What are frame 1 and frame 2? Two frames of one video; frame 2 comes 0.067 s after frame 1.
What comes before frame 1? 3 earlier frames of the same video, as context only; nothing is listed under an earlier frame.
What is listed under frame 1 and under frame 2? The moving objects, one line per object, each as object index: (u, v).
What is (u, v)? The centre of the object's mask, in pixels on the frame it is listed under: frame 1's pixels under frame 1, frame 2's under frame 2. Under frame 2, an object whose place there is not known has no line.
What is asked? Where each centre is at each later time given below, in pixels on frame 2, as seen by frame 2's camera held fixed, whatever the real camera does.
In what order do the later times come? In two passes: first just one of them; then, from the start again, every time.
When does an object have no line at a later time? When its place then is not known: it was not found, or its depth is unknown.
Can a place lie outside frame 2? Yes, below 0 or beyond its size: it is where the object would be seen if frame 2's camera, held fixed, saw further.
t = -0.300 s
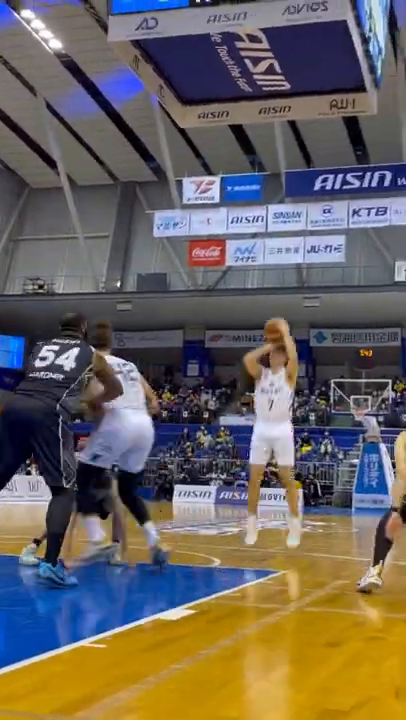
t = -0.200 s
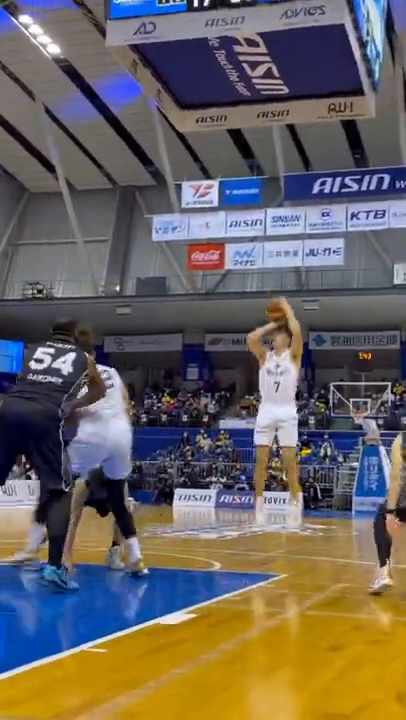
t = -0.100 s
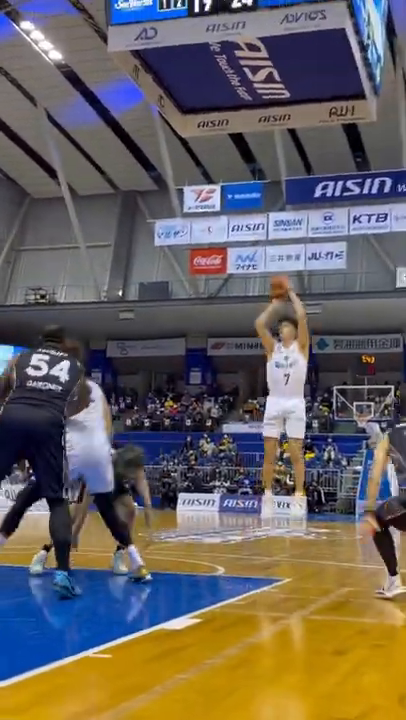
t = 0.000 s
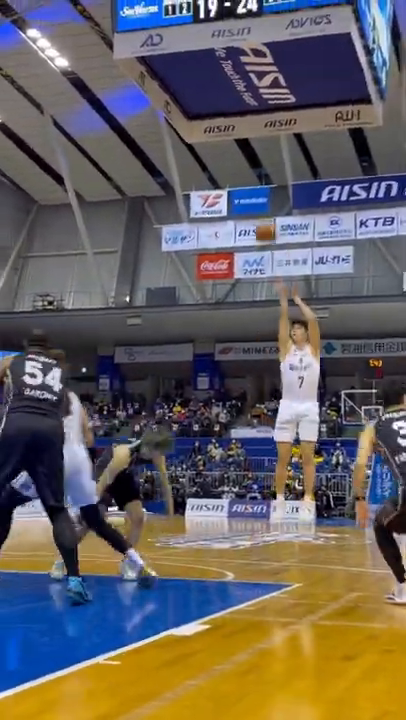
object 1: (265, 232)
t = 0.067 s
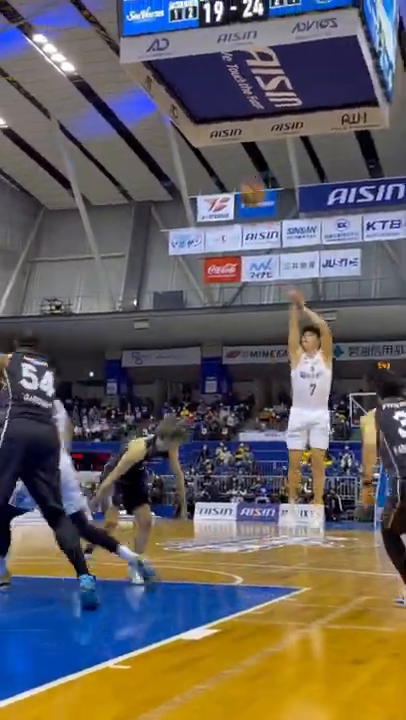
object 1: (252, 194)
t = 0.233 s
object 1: (195, 100)
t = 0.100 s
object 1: (241, 175)
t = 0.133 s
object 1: (231, 155)
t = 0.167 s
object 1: (219, 137)
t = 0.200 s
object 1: (207, 117)
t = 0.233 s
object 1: (195, 100)
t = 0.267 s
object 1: (182, 83)
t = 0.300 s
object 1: (168, 70)
